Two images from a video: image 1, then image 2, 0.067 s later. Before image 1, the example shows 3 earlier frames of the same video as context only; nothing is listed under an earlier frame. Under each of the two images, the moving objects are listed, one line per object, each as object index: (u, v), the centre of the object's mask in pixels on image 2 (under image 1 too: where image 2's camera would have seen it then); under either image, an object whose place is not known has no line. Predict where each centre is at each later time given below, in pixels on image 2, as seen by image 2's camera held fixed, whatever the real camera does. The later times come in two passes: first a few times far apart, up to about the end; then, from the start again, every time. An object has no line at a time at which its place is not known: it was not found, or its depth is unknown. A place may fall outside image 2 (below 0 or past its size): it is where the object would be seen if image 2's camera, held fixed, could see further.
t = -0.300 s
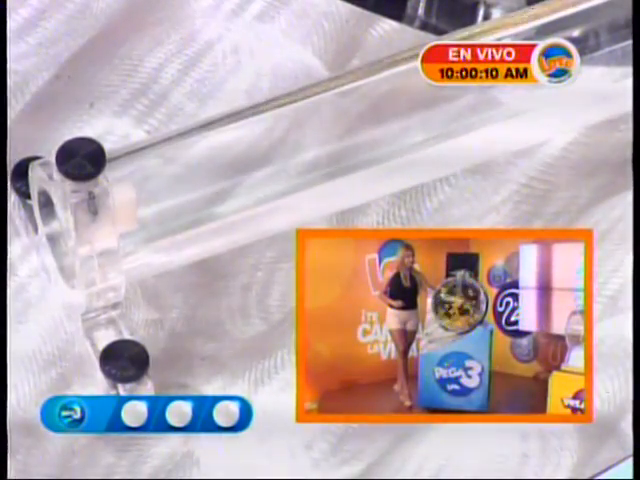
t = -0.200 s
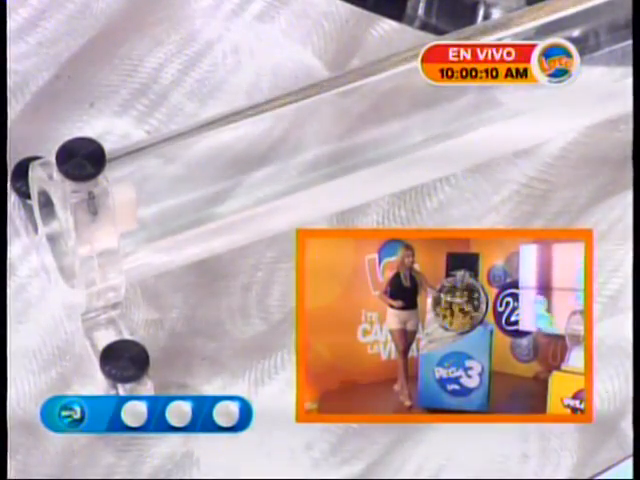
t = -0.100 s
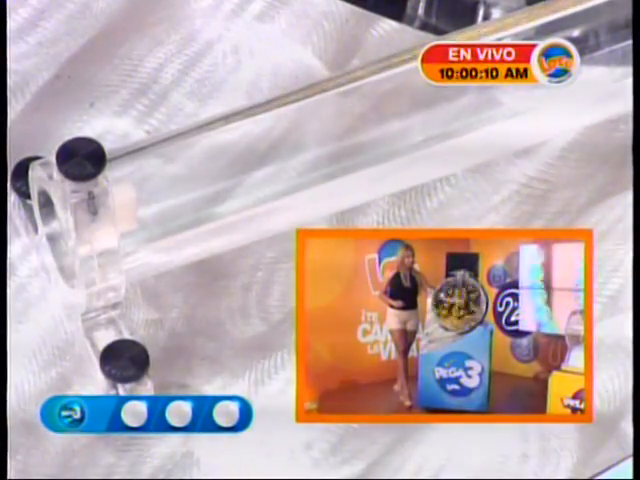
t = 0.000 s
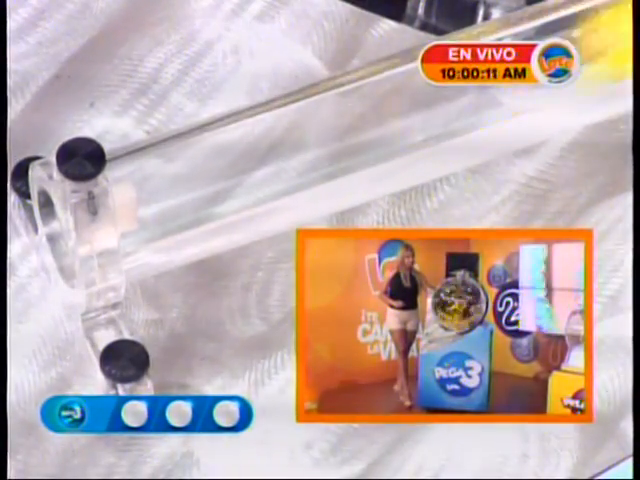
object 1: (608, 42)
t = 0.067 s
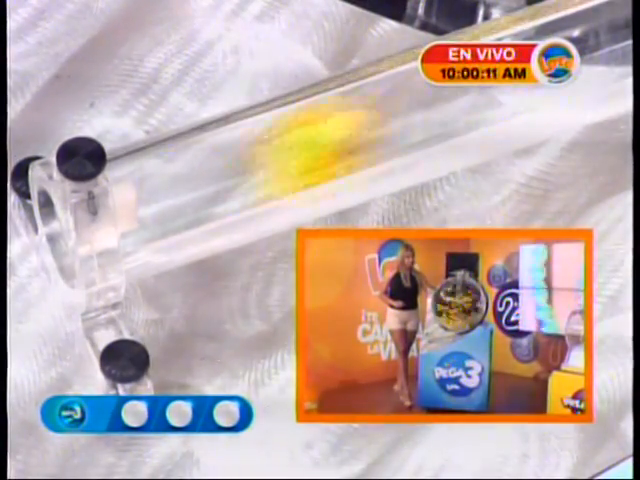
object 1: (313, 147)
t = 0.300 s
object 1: (185, 193)
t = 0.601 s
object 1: (167, 202)
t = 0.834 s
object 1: (167, 200)
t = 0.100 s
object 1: (169, 196)
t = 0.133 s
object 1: (186, 188)
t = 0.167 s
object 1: (206, 183)
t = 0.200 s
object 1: (214, 181)
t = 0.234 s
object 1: (209, 182)
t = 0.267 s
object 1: (201, 189)
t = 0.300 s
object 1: (185, 193)
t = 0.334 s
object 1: (169, 198)
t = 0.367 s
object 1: (166, 199)
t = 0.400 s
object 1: (168, 203)
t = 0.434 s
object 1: (167, 204)
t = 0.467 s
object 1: (166, 203)
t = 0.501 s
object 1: (166, 199)
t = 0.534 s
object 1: (167, 202)
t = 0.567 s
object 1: (167, 203)
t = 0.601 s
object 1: (167, 202)
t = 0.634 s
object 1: (167, 202)
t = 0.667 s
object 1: (167, 202)
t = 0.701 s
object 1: (167, 202)
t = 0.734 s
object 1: (167, 202)
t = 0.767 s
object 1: (167, 202)
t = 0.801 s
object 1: (167, 200)
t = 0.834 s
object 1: (167, 200)
